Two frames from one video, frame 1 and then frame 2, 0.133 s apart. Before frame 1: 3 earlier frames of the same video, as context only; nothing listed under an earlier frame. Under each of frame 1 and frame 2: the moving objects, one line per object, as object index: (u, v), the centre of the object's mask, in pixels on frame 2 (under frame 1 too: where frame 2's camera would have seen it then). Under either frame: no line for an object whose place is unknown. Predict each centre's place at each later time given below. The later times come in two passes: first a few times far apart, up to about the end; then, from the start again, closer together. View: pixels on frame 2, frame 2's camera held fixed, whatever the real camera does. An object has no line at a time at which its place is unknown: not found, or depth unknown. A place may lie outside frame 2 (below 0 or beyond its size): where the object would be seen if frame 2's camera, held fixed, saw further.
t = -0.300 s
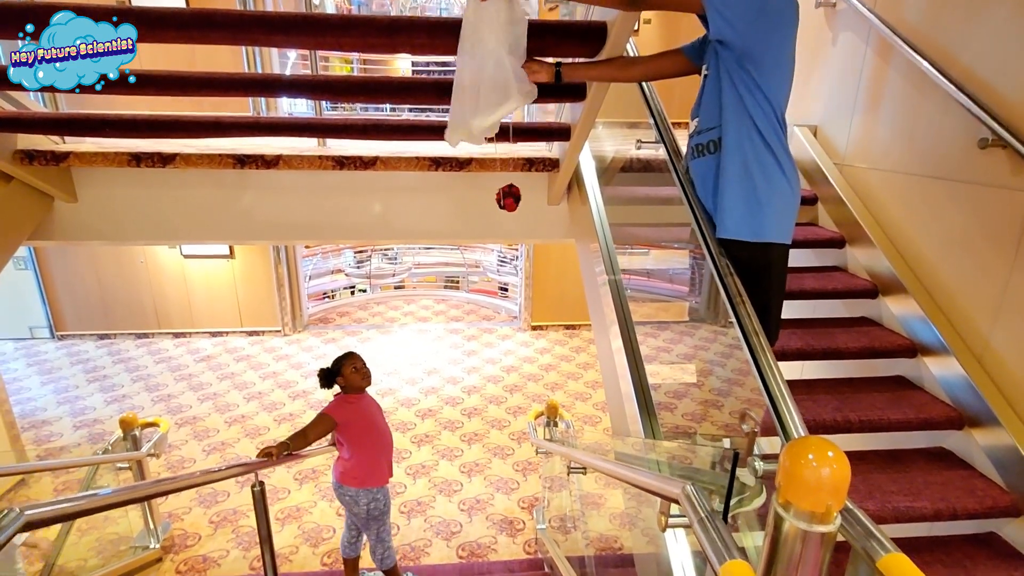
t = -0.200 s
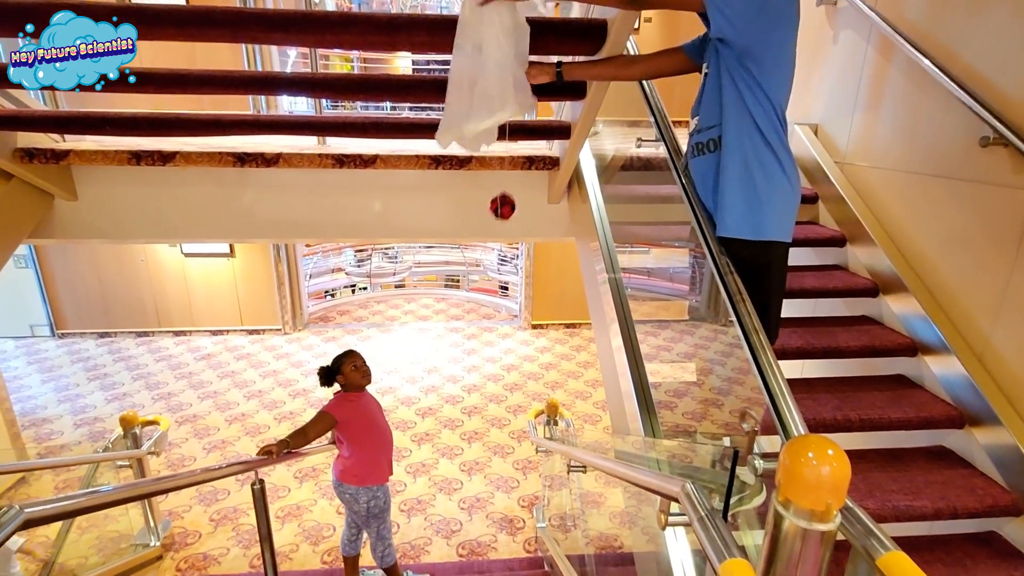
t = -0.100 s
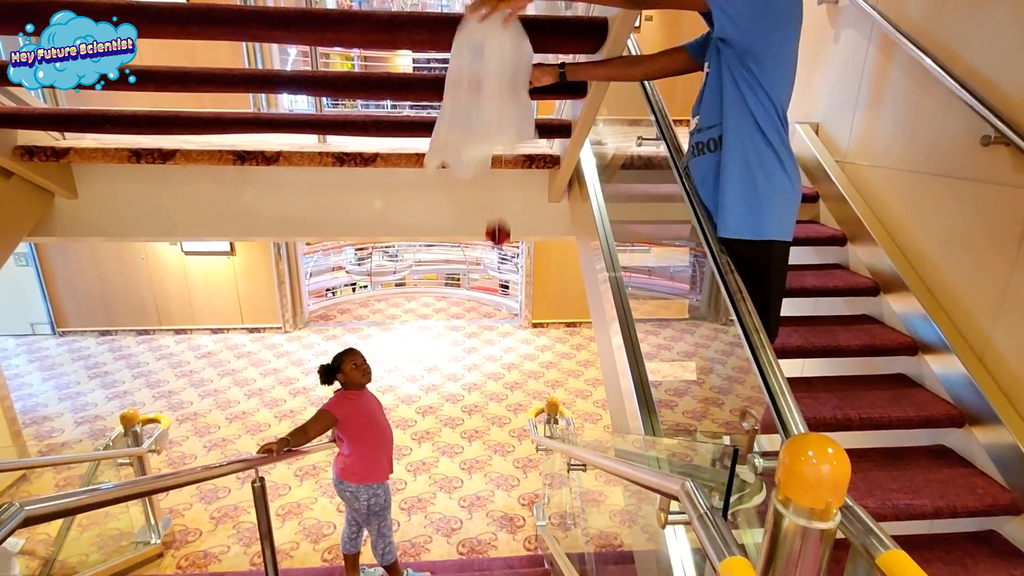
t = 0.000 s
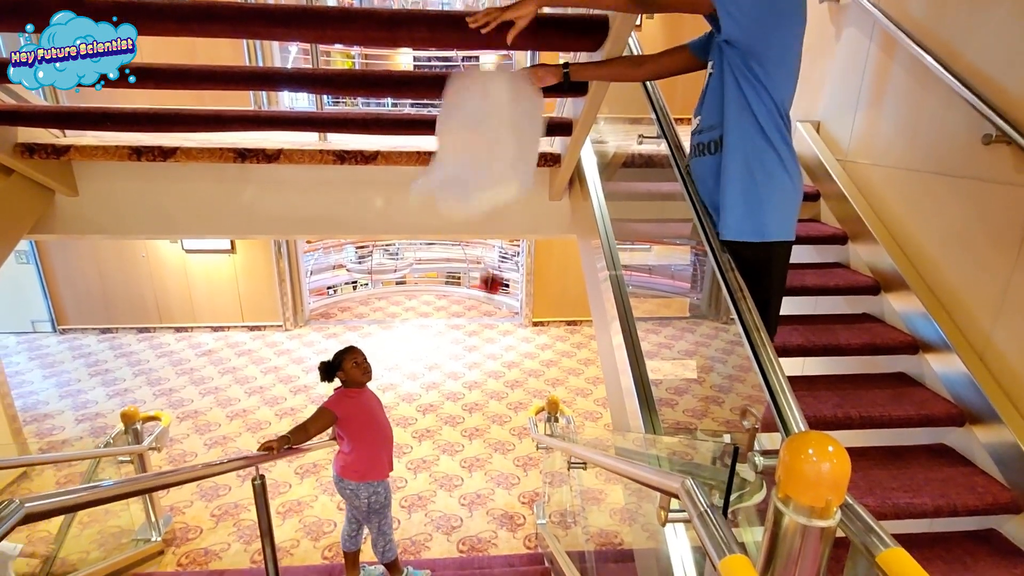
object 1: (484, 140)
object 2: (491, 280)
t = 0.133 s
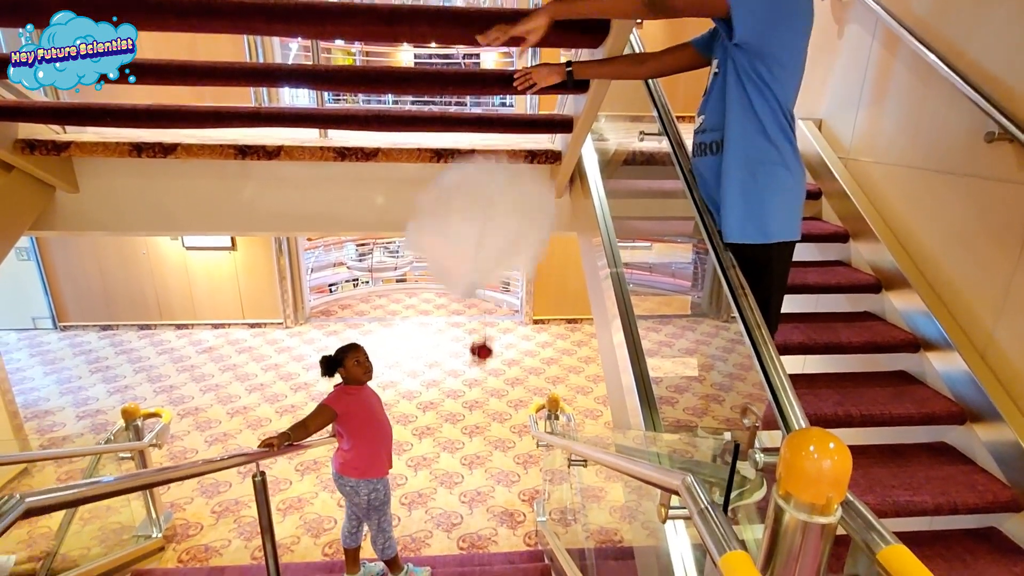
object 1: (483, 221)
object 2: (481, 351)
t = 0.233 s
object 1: (478, 293)
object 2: (472, 402)
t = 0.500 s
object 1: (466, 430)
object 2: (440, 538)
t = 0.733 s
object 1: (440, 540)
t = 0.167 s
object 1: (482, 251)
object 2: (479, 369)
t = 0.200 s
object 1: (480, 272)
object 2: (476, 384)
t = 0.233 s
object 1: (478, 293)
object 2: (472, 402)
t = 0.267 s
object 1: (476, 315)
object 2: (468, 418)
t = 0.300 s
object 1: (473, 333)
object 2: (465, 435)
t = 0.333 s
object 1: (471, 350)
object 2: (460, 450)
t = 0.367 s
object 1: (471, 366)
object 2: (456, 470)
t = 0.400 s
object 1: (471, 382)
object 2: (452, 484)
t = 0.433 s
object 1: (469, 399)
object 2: (448, 505)
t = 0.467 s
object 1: (468, 413)
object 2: (444, 522)
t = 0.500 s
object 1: (466, 430)
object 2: (440, 538)
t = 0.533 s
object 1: (465, 445)
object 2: (436, 556)
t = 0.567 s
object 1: (462, 463)
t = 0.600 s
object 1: (458, 480)
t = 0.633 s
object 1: (453, 500)
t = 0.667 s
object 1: (449, 516)
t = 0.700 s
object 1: (444, 530)
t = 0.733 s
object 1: (440, 540)
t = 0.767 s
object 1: (436, 549)
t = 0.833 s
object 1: (433, 563)
